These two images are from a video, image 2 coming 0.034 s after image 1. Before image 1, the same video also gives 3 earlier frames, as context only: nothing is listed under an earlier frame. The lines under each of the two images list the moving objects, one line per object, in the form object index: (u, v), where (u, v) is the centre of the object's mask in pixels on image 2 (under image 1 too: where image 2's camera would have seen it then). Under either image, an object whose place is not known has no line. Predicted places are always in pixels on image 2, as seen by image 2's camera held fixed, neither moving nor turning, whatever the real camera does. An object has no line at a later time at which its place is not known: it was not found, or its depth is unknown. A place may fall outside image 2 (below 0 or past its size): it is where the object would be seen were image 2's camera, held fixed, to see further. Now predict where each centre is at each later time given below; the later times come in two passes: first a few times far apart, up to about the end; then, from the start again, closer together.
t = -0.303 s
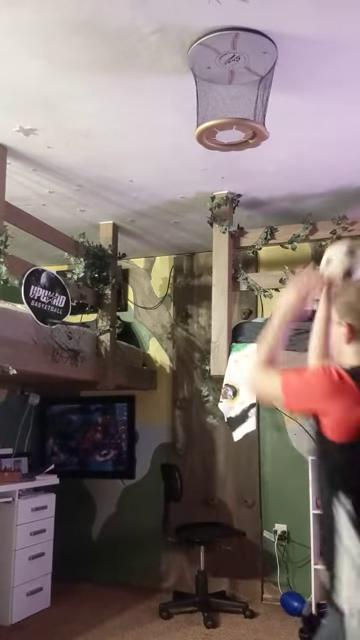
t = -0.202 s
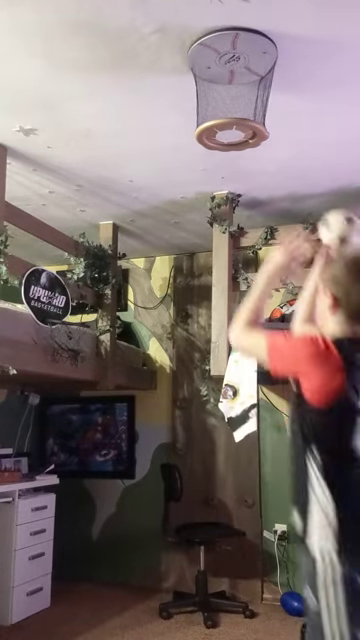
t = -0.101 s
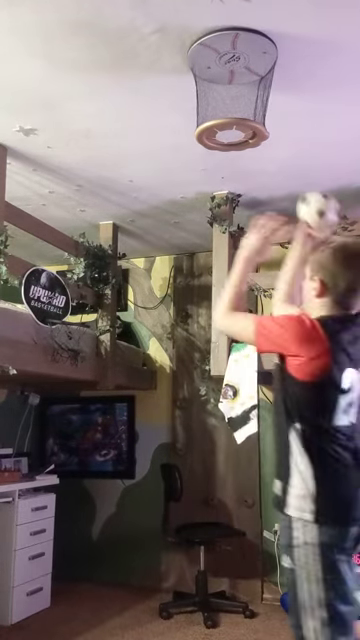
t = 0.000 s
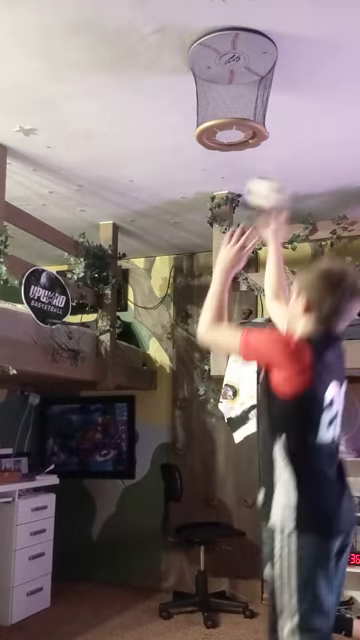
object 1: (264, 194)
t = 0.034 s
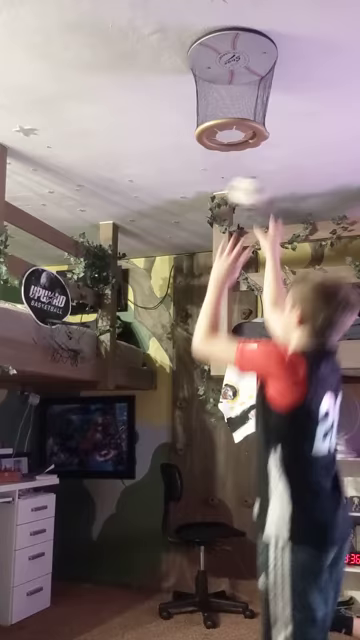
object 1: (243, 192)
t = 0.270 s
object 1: (143, 243)
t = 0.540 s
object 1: (89, 369)
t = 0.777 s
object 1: (81, 531)
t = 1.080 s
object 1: (93, 509)
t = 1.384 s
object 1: (110, 491)
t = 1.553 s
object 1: (116, 545)
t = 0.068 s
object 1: (226, 193)
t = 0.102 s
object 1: (210, 198)
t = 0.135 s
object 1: (195, 203)
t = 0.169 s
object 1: (186, 208)
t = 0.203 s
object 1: (167, 220)
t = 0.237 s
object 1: (154, 231)
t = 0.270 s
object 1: (143, 243)
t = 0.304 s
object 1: (129, 256)
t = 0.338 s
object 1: (119, 274)
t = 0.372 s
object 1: (110, 289)
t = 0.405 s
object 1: (101, 304)
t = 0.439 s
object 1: (93, 324)
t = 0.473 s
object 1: (89, 340)
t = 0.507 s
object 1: (89, 355)
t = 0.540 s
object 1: (89, 369)
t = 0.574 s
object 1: (88, 389)
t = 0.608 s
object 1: (87, 408)
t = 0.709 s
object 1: (84, 478)
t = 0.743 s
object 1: (83, 503)
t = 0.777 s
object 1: (81, 531)
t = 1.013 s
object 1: (88, 535)
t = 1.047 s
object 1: (91, 521)
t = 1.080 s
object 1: (93, 509)
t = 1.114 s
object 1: (95, 499)
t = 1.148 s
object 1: (97, 491)
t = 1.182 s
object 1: (100, 485)
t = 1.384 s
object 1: (110, 491)
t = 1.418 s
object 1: (111, 498)
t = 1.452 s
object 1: (113, 508)
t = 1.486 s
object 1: (114, 518)
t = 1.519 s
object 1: (115, 530)
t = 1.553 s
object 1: (116, 545)
